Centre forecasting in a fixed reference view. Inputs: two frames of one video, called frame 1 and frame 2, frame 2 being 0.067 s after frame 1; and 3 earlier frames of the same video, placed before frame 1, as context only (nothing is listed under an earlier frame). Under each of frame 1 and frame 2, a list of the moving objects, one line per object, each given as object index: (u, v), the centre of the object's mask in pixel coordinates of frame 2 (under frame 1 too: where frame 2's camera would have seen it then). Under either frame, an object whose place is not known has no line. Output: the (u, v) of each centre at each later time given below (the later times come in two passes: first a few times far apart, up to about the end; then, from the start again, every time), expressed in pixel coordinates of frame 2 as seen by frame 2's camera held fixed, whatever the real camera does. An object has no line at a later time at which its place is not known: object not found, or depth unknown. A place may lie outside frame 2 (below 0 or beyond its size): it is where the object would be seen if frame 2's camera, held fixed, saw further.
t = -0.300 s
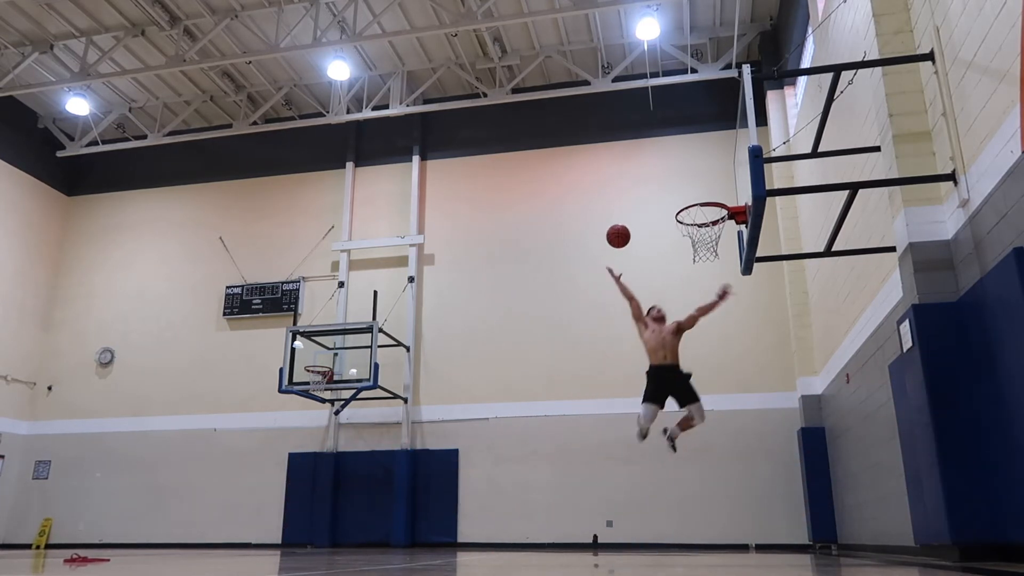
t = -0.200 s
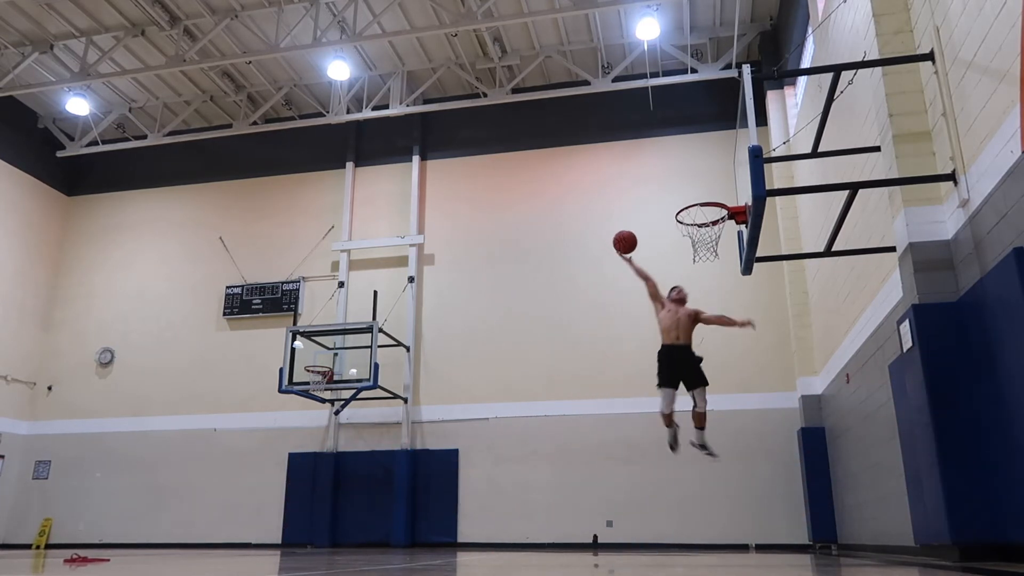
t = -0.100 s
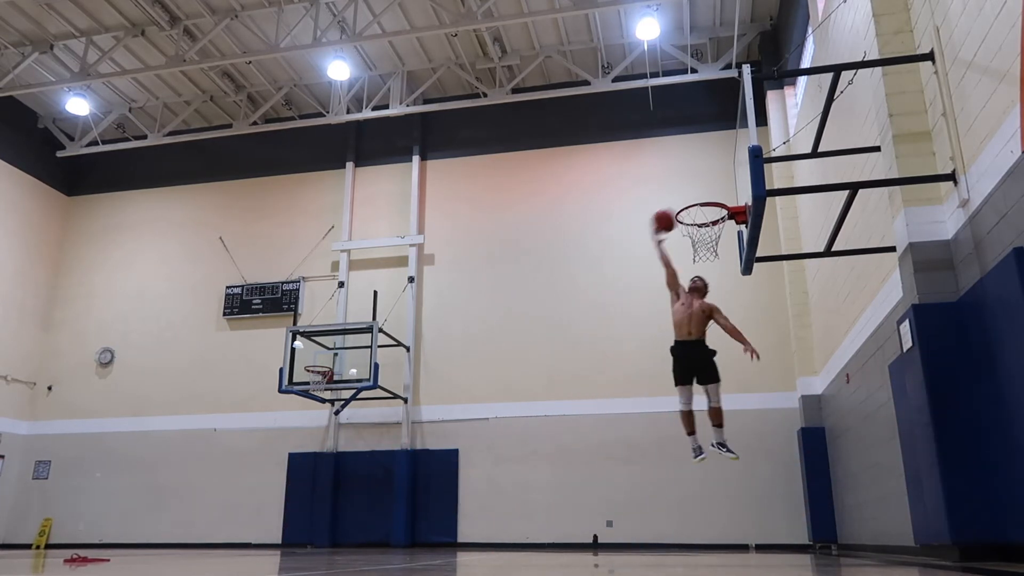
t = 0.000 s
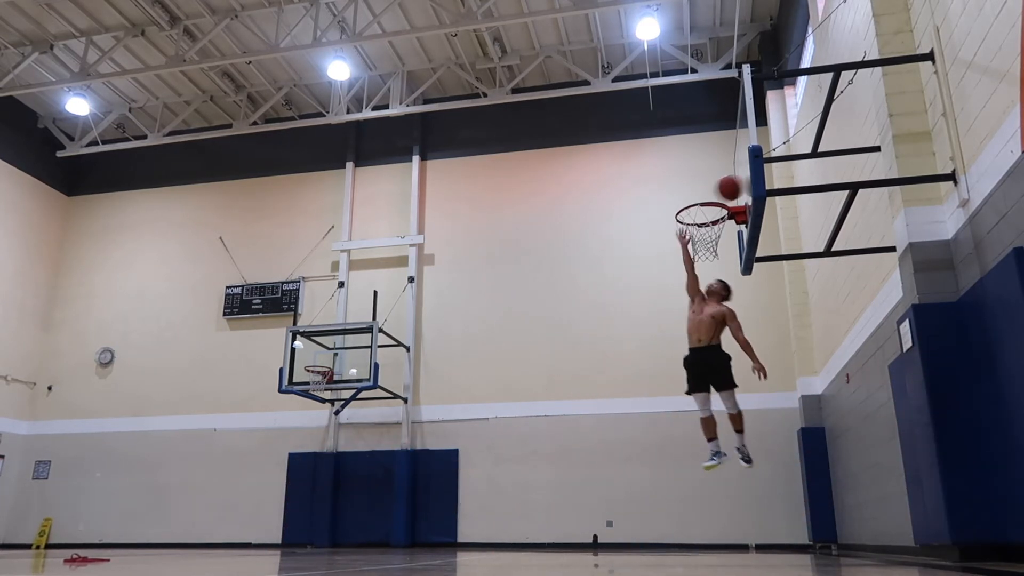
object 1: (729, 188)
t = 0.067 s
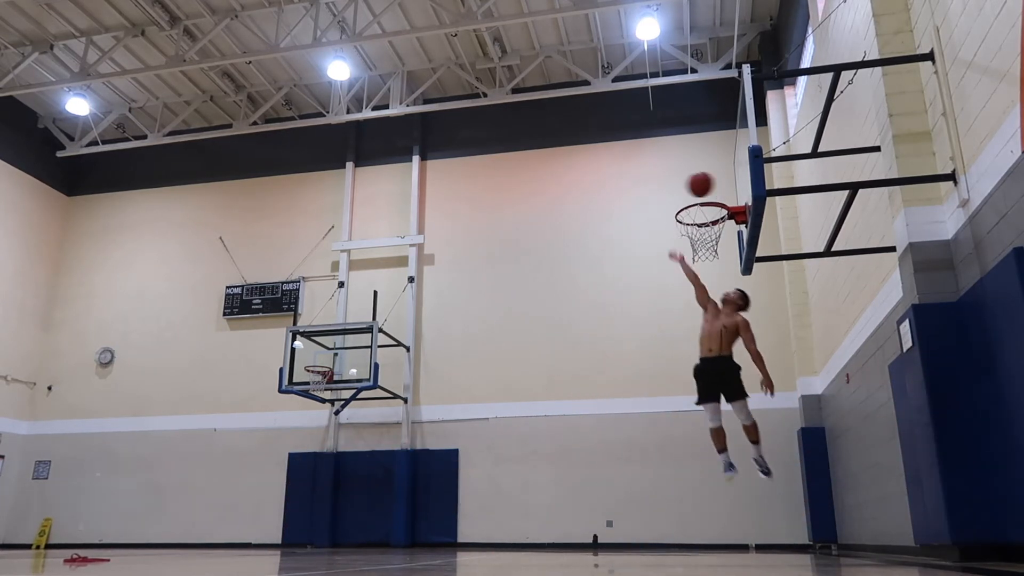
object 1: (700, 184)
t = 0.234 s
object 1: (608, 197)
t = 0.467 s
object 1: (474, 264)
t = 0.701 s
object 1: (327, 400)
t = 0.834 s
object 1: (229, 520)
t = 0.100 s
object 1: (682, 185)
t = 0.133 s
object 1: (663, 186)
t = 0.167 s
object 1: (645, 189)
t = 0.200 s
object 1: (626, 192)
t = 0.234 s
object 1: (608, 197)
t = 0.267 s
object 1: (589, 203)
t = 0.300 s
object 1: (570, 210)
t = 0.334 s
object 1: (551, 219)
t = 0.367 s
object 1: (532, 228)
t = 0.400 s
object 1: (513, 238)
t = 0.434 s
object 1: (494, 251)
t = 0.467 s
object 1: (474, 264)
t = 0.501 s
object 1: (454, 279)
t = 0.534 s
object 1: (435, 295)
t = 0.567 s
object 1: (414, 313)
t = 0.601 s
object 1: (393, 332)
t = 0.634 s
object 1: (371, 354)
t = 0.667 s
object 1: (350, 375)
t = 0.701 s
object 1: (327, 400)
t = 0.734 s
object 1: (303, 429)
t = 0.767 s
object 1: (279, 456)
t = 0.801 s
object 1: (254, 488)
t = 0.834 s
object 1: (229, 520)
